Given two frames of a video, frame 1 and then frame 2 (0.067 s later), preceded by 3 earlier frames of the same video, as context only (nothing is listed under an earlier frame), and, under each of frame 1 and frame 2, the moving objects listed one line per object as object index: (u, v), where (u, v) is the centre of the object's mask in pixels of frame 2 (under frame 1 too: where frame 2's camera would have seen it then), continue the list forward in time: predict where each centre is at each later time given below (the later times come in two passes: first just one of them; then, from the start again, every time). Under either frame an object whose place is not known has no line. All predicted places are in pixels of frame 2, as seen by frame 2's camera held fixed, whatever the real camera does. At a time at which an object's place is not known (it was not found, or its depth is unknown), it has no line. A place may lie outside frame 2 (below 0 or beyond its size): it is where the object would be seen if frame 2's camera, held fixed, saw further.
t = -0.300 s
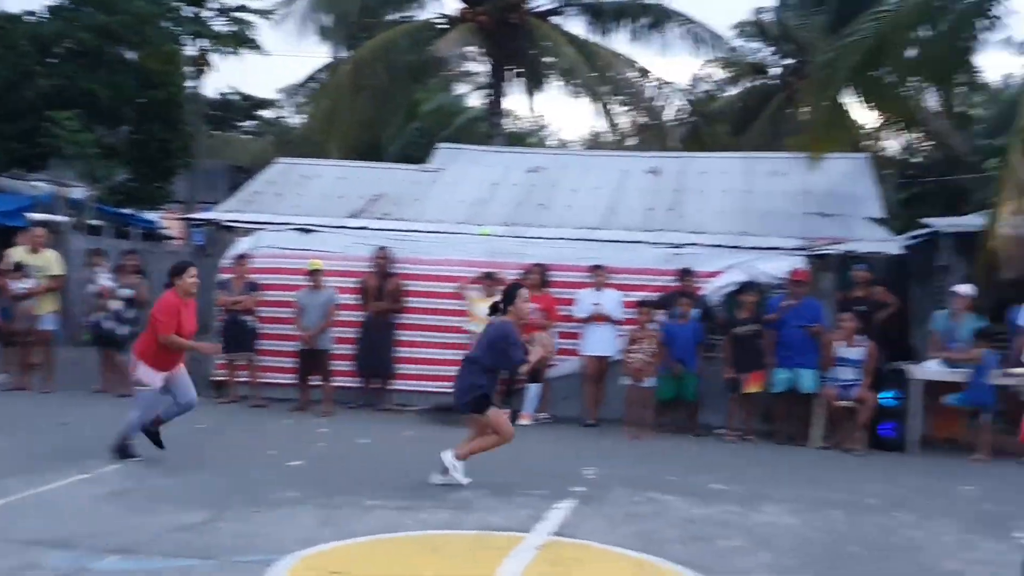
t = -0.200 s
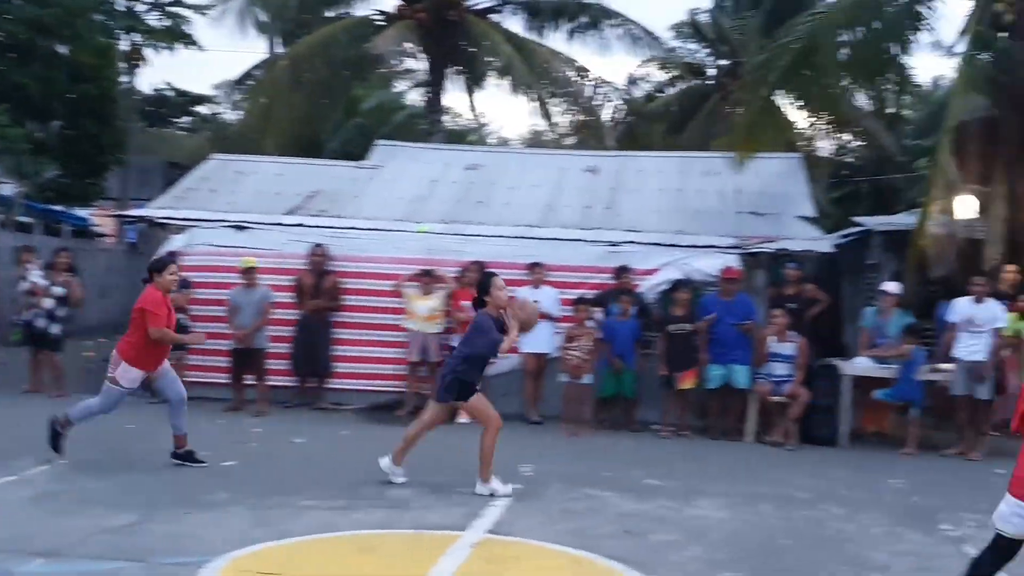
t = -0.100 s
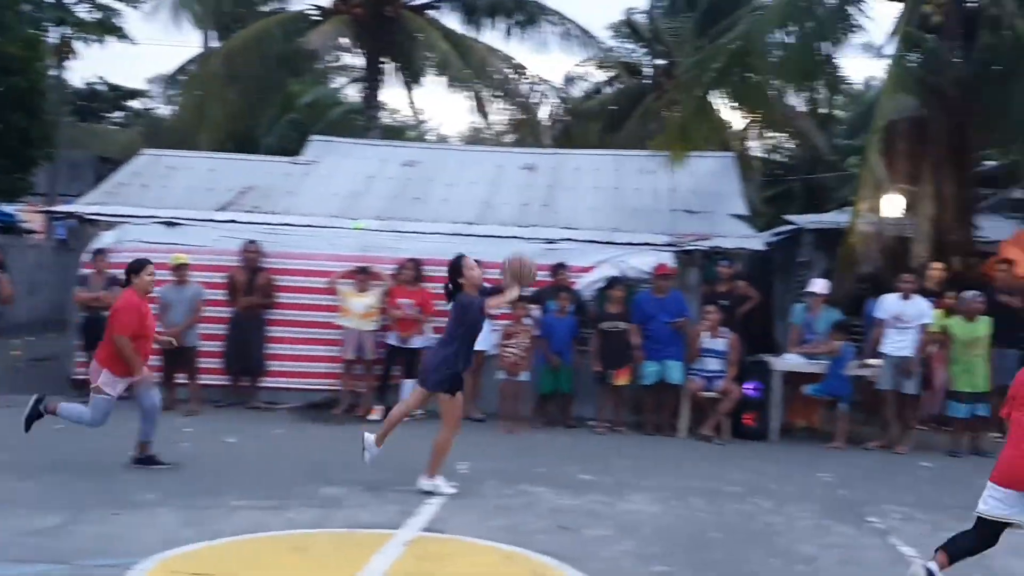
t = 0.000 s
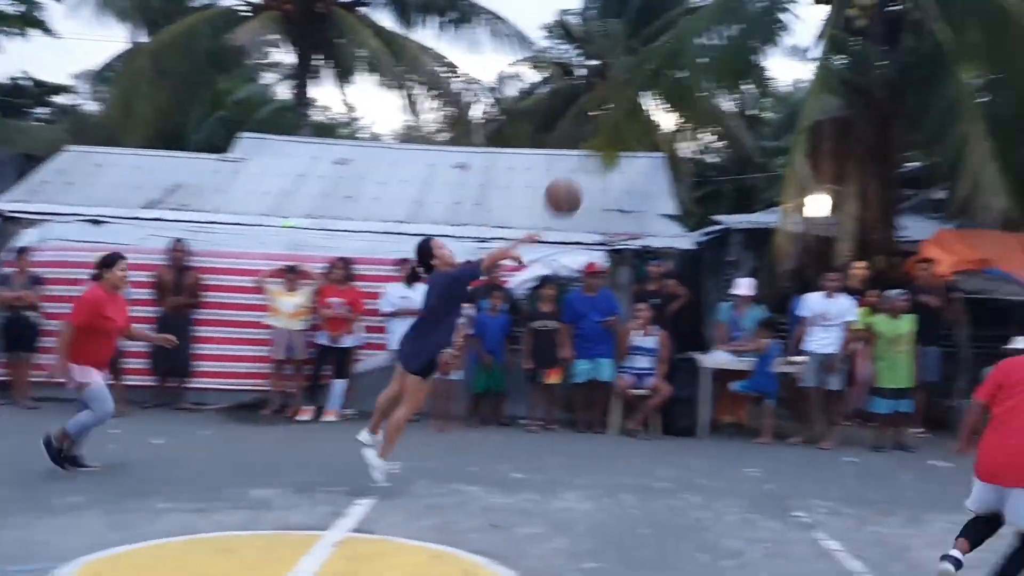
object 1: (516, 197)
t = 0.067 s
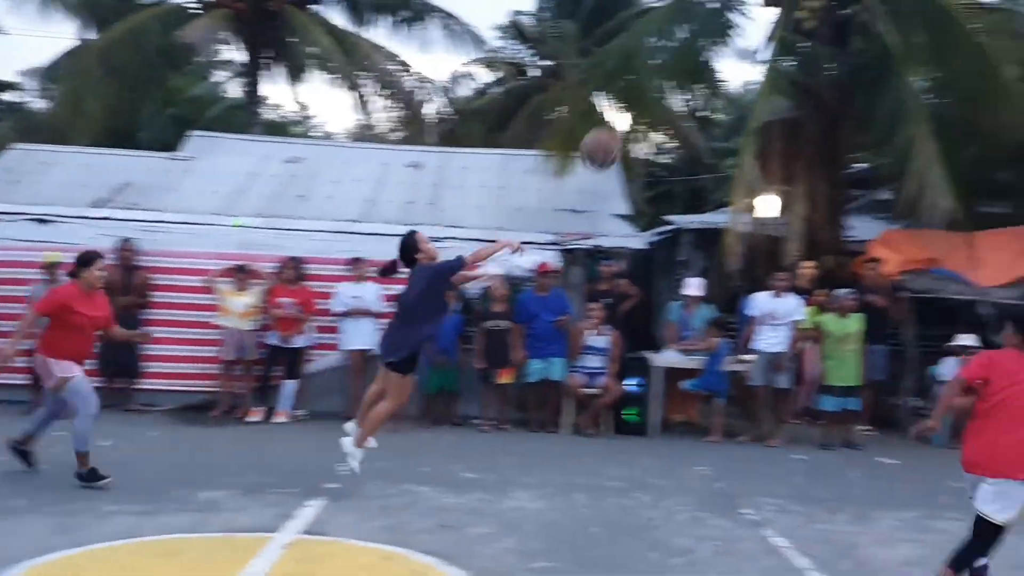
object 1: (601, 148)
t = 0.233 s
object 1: (823, 53)
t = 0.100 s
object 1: (643, 127)
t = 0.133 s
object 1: (685, 107)
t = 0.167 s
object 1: (726, 89)
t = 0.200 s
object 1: (779, 70)
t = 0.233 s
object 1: (823, 53)
